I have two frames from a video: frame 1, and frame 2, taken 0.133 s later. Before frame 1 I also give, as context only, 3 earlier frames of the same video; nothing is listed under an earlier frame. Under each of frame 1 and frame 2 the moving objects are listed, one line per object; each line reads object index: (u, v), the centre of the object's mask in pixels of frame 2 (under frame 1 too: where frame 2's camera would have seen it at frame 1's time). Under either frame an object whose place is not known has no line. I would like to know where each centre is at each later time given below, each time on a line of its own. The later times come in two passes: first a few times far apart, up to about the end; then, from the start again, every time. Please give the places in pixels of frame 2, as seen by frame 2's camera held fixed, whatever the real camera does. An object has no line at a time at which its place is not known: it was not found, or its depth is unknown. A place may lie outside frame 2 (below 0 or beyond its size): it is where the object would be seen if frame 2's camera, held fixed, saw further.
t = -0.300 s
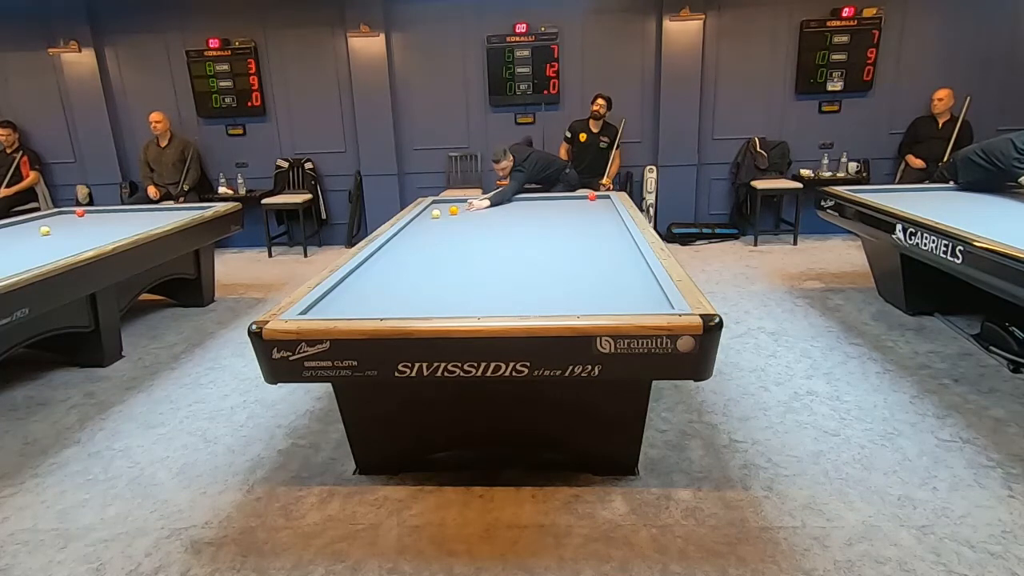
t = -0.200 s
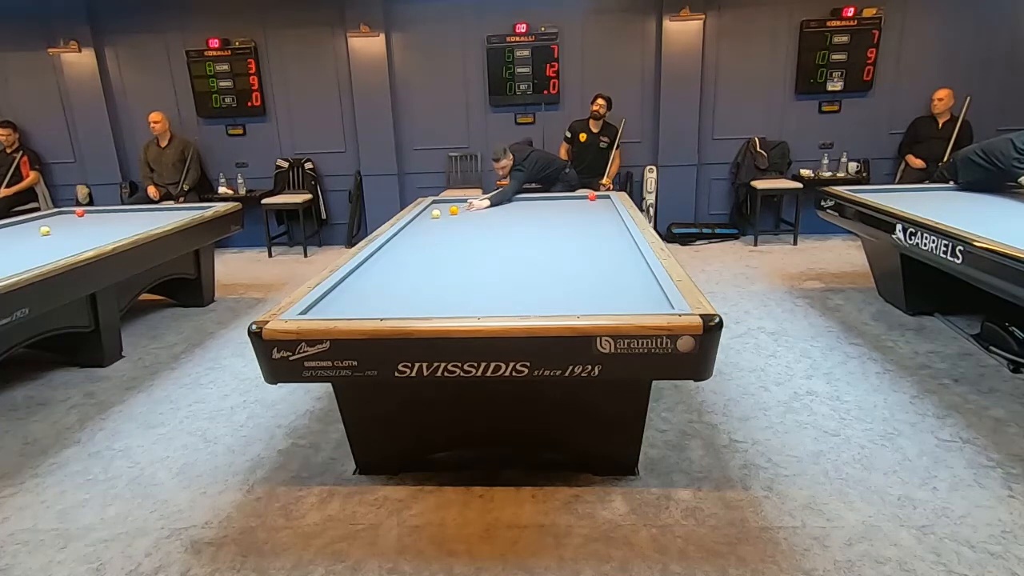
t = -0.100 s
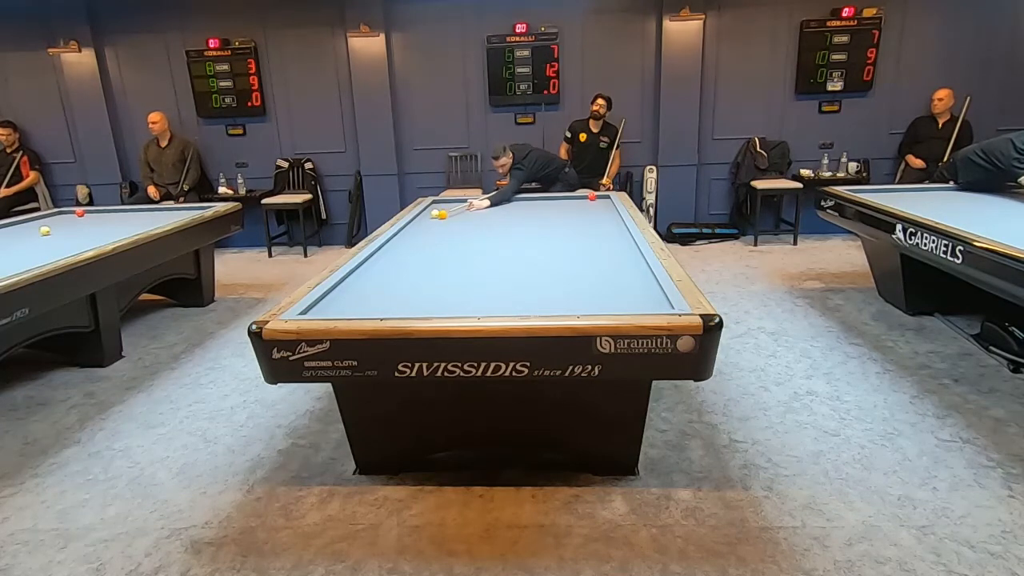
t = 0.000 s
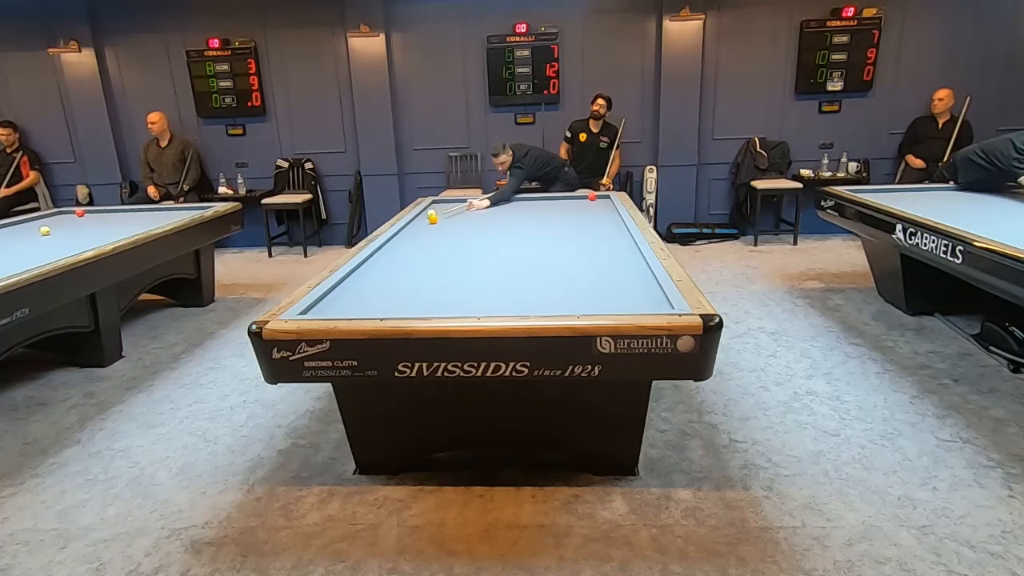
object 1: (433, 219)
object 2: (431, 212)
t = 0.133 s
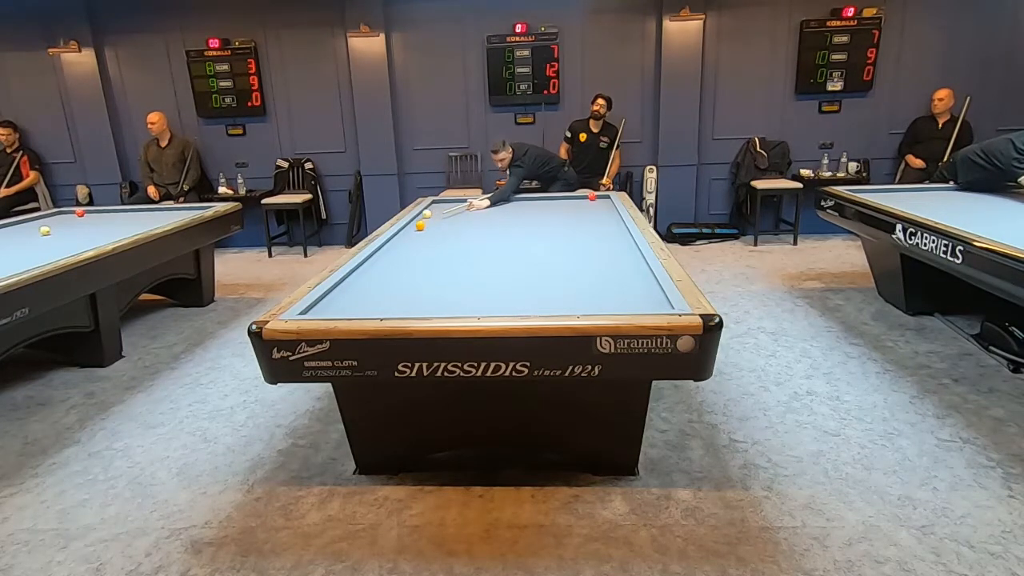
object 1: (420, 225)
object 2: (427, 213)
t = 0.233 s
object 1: (409, 231)
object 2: (424, 213)
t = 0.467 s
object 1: (389, 244)
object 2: (423, 213)
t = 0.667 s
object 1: (380, 258)
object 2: (426, 213)
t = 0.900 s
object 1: (370, 277)
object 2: (430, 213)
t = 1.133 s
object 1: (355, 300)
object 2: (432, 212)
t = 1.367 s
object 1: (373, 303)
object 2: (436, 213)
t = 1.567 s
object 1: (407, 290)
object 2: (438, 213)
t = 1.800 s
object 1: (440, 278)
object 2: (440, 213)
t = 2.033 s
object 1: (469, 267)
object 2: (442, 213)
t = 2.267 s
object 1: (494, 258)
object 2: (443, 213)
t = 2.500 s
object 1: (517, 249)
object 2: (444, 213)
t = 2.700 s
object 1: (534, 243)
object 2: (445, 213)
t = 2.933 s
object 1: (553, 236)
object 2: (446, 213)
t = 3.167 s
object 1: (570, 230)
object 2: (446, 213)
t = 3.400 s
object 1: (585, 224)
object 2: (446, 213)
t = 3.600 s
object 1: (598, 220)
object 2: (446, 213)
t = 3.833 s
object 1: (610, 215)
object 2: (446, 213)
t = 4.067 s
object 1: (609, 211)
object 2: (446, 213)
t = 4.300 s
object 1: (600, 209)
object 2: (446, 213)
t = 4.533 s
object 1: (592, 205)
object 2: (446, 213)
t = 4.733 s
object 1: (585, 203)
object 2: (446, 213)
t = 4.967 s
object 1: (578, 201)
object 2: (446, 213)
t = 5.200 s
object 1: (571, 199)
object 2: (446, 213)
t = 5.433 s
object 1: (565, 197)
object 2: (446, 213)
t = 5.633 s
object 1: (558, 197)
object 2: (446, 213)
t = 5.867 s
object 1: (551, 199)
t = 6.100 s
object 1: (543, 200)
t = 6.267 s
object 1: (538, 201)
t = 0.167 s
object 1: (416, 227)
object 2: (426, 213)
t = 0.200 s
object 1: (413, 229)
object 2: (425, 213)
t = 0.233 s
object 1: (409, 231)
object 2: (424, 213)
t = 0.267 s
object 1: (405, 233)
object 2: (423, 213)
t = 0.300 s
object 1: (401, 235)
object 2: (422, 213)
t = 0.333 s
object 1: (398, 237)
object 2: (421, 213)
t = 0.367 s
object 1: (393, 239)
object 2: (421, 213)
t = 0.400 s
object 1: (391, 241)
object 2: (422, 213)
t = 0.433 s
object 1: (390, 243)
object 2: (423, 213)
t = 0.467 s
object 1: (389, 244)
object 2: (423, 213)
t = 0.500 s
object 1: (387, 247)
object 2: (424, 213)
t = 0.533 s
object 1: (386, 249)
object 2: (424, 213)
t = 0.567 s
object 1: (385, 251)
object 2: (425, 213)
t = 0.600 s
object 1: (383, 253)
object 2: (425, 213)
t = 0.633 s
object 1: (382, 256)
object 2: (426, 213)
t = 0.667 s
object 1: (380, 258)
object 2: (426, 213)
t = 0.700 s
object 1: (379, 260)
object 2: (427, 213)
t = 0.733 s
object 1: (377, 263)
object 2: (427, 213)
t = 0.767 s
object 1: (376, 265)
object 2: (428, 213)
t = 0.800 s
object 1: (375, 268)
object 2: (428, 213)
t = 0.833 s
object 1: (373, 271)
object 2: (429, 213)
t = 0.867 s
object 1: (371, 274)
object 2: (429, 213)
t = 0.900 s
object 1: (370, 277)
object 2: (430, 213)
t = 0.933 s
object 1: (368, 280)
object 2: (430, 213)
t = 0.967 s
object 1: (366, 283)
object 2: (431, 213)
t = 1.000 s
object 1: (364, 286)
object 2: (431, 213)
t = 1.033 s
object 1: (362, 290)
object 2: (431, 213)
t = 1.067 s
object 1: (360, 293)
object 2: (432, 213)
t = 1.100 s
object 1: (358, 297)
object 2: (432, 212)
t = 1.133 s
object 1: (355, 300)
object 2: (432, 212)
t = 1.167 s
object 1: (353, 304)
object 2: (433, 212)
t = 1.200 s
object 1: (351, 307)
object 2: (433, 213)
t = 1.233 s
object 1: (348, 310)
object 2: (433, 212)
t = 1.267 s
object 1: (350, 310)
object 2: (434, 212)
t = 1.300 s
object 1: (358, 308)
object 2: (434, 213)
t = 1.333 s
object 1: (366, 306)
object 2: (436, 213)
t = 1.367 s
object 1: (373, 303)
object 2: (436, 213)
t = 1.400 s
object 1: (379, 301)
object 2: (436, 213)
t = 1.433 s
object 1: (385, 298)
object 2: (437, 213)
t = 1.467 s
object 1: (391, 295)
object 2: (437, 213)
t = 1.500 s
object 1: (397, 293)
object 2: (437, 213)
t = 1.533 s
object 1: (402, 291)
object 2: (438, 213)
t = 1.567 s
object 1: (407, 290)
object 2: (438, 213)
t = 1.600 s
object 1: (412, 288)
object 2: (438, 213)
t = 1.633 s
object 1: (417, 286)
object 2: (438, 213)
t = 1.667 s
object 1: (421, 284)
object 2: (439, 213)
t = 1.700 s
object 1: (426, 283)
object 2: (439, 213)
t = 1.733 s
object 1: (431, 281)
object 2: (440, 213)
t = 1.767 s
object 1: (435, 279)
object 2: (440, 213)
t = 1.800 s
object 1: (440, 278)
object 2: (440, 213)
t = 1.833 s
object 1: (444, 276)
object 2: (440, 213)
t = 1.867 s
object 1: (448, 275)
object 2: (440, 213)
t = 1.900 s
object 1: (453, 273)
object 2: (440, 213)
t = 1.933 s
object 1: (457, 271)
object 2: (441, 213)
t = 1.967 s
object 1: (461, 270)
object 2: (441, 213)
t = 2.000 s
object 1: (465, 268)
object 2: (442, 213)
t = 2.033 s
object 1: (469, 267)
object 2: (442, 213)
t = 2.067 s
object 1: (473, 266)
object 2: (442, 213)
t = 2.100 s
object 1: (476, 264)
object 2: (442, 213)
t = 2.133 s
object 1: (480, 263)
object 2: (442, 213)
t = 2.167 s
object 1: (484, 262)
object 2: (443, 213)
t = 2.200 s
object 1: (487, 260)
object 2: (443, 213)
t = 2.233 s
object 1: (491, 259)
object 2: (443, 213)
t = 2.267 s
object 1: (494, 258)
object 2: (443, 213)
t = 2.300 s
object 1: (498, 256)
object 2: (443, 213)
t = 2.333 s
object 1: (501, 255)
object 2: (444, 213)
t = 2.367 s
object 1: (504, 254)
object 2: (444, 213)
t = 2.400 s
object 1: (507, 253)
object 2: (444, 213)
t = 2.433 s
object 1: (511, 252)
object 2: (444, 213)
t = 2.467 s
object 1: (514, 250)
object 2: (444, 213)
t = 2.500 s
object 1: (517, 249)
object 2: (444, 213)
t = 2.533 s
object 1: (520, 248)
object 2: (445, 213)
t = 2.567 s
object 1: (523, 247)
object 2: (445, 213)
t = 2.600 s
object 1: (526, 246)
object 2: (445, 213)
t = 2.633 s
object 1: (529, 245)
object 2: (445, 213)
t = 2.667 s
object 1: (532, 244)
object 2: (445, 213)
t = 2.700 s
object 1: (534, 243)
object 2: (445, 213)
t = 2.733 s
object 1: (537, 242)
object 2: (445, 213)
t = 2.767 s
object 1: (540, 241)
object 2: (445, 213)
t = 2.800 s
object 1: (543, 239)
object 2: (446, 213)
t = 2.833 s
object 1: (546, 239)
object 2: (446, 213)
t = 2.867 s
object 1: (548, 238)
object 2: (446, 213)
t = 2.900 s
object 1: (551, 237)
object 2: (446, 213)
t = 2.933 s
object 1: (553, 236)
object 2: (446, 213)
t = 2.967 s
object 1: (556, 235)
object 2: (446, 213)
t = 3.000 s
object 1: (558, 234)
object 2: (446, 213)
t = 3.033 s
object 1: (560, 234)
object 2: (446, 213)
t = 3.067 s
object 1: (563, 233)
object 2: (446, 213)
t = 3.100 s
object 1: (565, 231)
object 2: (446, 213)
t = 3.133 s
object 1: (568, 231)
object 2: (446, 213)
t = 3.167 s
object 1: (570, 230)
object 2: (446, 213)
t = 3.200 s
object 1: (572, 229)
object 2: (446, 213)
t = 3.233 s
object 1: (575, 228)
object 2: (446, 213)
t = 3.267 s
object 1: (577, 227)
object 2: (446, 213)
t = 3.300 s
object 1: (579, 227)
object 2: (446, 213)
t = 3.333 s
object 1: (581, 226)
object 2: (446, 213)
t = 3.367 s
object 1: (583, 225)
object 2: (446, 213)
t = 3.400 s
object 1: (585, 224)
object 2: (446, 213)
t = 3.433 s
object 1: (588, 224)
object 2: (446, 213)
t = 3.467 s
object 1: (589, 223)
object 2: (446, 213)
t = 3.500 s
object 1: (592, 222)
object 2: (446, 213)
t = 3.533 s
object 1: (594, 221)
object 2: (446, 213)
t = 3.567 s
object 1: (595, 220)
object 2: (446, 213)
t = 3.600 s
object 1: (598, 220)
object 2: (446, 213)
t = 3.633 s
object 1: (600, 219)
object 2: (446, 213)
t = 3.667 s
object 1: (601, 218)
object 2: (446, 213)
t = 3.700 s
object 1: (603, 218)
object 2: (446, 213)
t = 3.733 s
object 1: (605, 217)
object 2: (446, 213)
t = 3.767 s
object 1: (607, 216)
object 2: (446, 213)
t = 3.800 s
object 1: (608, 216)
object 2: (446, 213)
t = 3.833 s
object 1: (610, 215)
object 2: (446, 213)
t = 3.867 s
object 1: (612, 214)
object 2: (446, 213)
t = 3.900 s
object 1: (614, 214)
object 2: (446, 213)
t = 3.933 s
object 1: (614, 213)
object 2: (446, 213)
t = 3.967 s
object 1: (613, 213)
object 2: (446, 213)
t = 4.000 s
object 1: (612, 212)
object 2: (446, 213)
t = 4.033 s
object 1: (610, 211)
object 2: (446, 213)
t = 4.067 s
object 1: (609, 211)
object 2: (446, 213)
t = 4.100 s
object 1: (608, 211)
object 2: (446, 213)
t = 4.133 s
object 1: (607, 210)
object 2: (446, 213)
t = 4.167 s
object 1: (605, 210)
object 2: (446, 213)
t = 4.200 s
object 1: (604, 209)
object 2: (446, 213)
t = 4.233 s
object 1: (602, 209)
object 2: (446, 213)
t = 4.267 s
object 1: (601, 209)
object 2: (446, 213)
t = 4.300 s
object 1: (600, 209)
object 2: (446, 213)
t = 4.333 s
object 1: (599, 208)
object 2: (446, 213)
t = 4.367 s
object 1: (597, 208)
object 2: (446, 213)
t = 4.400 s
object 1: (596, 207)
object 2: (446, 213)
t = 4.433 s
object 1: (595, 207)
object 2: (446, 213)
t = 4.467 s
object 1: (594, 206)
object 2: (446, 213)
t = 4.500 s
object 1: (593, 205)
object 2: (446, 213)
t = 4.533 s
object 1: (592, 205)
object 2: (446, 213)
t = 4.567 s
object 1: (591, 205)
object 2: (446, 213)
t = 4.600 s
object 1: (590, 205)
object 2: (446, 213)
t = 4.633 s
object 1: (589, 204)
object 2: (446, 213)
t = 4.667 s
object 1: (588, 204)
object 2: (446, 213)
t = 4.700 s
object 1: (587, 204)
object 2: (446, 213)
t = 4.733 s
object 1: (585, 203)
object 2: (446, 213)
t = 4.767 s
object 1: (584, 203)
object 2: (446, 213)
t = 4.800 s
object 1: (583, 202)
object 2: (446, 213)
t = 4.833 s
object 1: (582, 202)
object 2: (446, 213)
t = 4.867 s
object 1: (581, 202)
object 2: (446, 213)
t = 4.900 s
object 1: (580, 202)
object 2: (446, 213)
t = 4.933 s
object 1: (579, 201)
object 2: (446, 213)
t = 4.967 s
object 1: (578, 201)
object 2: (446, 213)
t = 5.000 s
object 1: (577, 200)
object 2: (446, 213)
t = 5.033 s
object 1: (576, 200)
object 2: (446, 213)
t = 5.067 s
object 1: (574, 200)
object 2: (446, 213)
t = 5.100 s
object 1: (574, 200)
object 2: (446, 213)
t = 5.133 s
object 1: (573, 199)
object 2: (446, 213)
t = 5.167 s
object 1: (572, 199)
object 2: (446, 213)
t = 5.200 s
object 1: (571, 199)
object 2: (446, 213)
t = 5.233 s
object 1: (570, 198)
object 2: (446, 213)
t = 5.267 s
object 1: (569, 198)
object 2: (446, 213)
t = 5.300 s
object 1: (568, 198)
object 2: (446, 213)
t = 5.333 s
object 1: (567, 197)
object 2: (446, 213)
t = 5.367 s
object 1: (567, 197)
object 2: (446, 213)
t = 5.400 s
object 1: (566, 197)
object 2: (446, 213)
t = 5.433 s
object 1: (565, 197)
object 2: (446, 213)
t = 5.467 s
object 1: (564, 197)
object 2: (446, 213)
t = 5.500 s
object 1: (562, 197)
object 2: (446, 213)
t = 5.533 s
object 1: (561, 197)
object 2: (446, 213)
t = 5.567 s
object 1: (560, 197)
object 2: (446, 213)
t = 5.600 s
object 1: (559, 197)
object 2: (446, 213)
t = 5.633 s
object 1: (558, 197)
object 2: (446, 213)
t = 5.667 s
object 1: (557, 197)
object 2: (446, 213)
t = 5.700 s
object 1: (556, 198)
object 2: (446, 213)
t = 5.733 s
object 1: (555, 198)
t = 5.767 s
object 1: (554, 198)
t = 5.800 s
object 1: (553, 199)
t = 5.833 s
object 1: (552, 199)
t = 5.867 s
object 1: (551, 199)
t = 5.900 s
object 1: (549, 199)
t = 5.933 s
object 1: (548, 199)
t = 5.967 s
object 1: (547, 199)
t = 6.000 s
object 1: (546, 199)
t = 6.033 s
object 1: (545, 200)
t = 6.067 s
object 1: (544, 200)
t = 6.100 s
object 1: (543, 200)
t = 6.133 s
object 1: (542, 201)
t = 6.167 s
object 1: (541, 201)
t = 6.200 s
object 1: (540, 201)
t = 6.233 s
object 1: (539, 201)
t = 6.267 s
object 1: (538, 201)
